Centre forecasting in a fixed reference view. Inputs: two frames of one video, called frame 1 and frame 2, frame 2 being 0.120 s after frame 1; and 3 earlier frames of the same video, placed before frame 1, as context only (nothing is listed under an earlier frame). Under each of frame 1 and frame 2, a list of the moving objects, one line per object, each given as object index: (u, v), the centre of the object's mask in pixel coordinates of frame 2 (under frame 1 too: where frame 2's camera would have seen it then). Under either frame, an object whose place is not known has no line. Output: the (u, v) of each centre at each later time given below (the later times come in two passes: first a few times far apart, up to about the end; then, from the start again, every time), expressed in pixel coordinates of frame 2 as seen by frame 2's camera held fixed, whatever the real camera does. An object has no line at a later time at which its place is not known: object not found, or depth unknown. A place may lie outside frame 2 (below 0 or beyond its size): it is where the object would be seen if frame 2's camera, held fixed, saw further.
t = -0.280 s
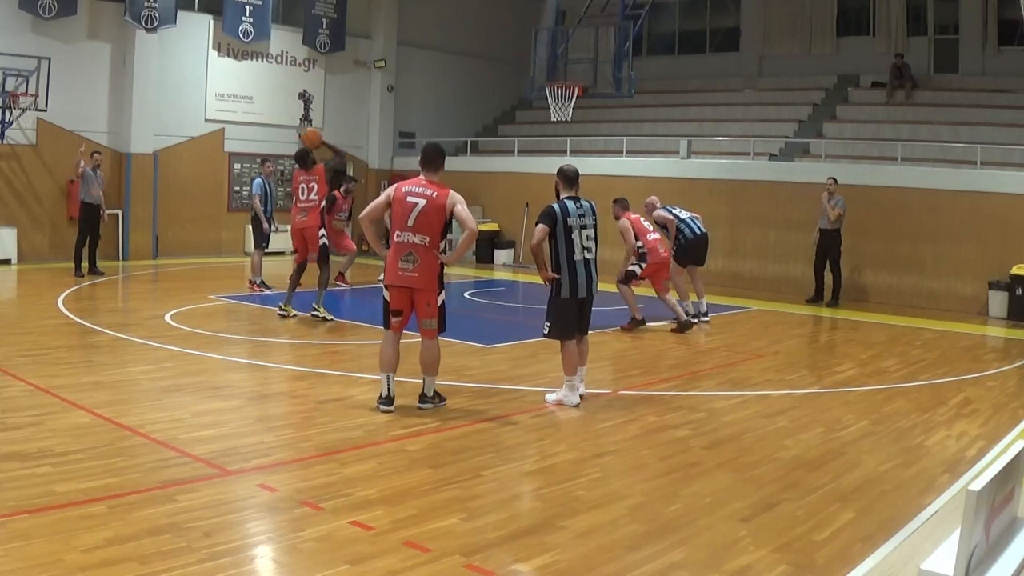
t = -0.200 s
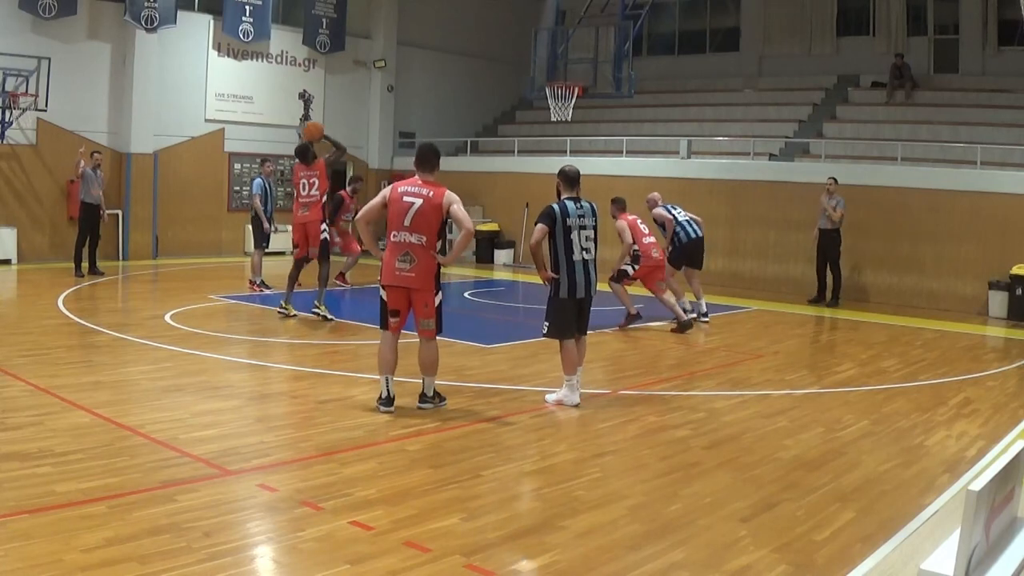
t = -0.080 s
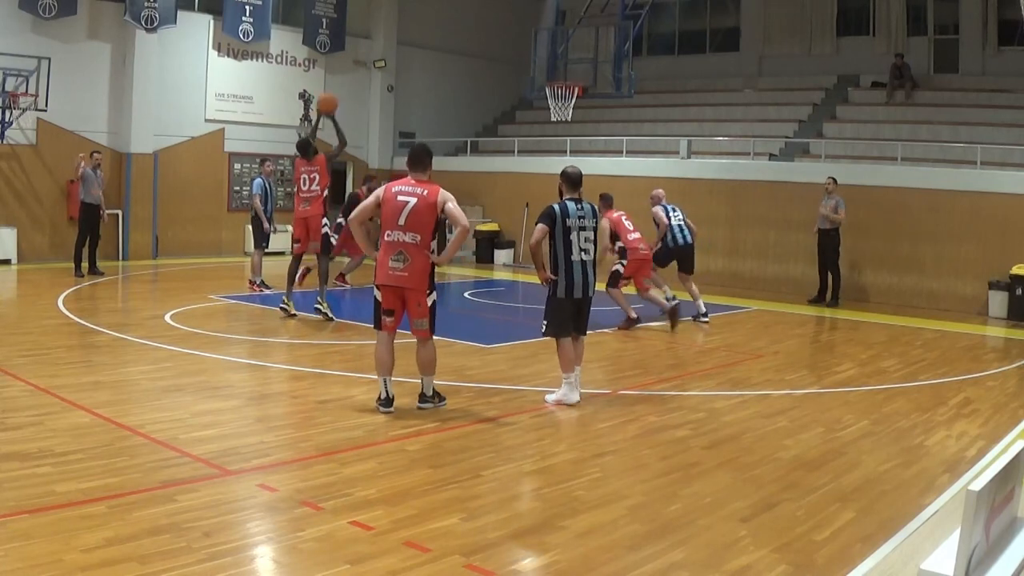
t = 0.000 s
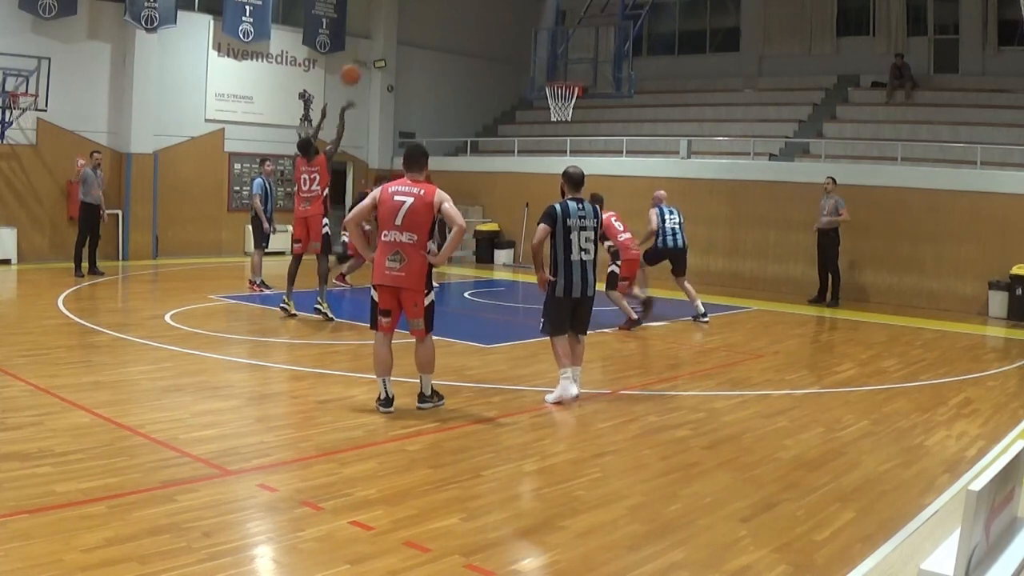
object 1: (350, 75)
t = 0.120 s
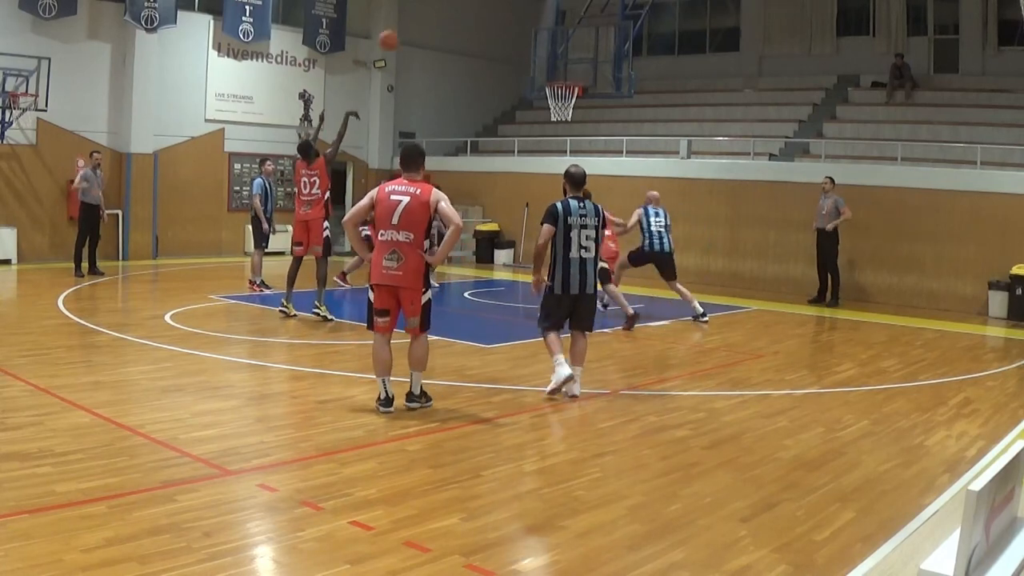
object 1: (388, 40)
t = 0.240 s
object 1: (424, 19)
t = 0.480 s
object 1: (485, 14)
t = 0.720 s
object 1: (537, 52)
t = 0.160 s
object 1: (402, 31)
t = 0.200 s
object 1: (413, 24)
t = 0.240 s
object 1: (424, 19)
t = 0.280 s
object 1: (435, 15)
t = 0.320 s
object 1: (445, 13)
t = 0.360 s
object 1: (456, 10)
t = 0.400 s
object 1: (467, 11)
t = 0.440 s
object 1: (476, 12)
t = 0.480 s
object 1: (485, 14)
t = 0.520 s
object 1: (494, 18)
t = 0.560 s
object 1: (504, 23)
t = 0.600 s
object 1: (513, 28)
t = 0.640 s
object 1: (521, 35)
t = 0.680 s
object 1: (529, 42)
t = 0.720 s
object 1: (537, 52)
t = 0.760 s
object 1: (545, 60)
